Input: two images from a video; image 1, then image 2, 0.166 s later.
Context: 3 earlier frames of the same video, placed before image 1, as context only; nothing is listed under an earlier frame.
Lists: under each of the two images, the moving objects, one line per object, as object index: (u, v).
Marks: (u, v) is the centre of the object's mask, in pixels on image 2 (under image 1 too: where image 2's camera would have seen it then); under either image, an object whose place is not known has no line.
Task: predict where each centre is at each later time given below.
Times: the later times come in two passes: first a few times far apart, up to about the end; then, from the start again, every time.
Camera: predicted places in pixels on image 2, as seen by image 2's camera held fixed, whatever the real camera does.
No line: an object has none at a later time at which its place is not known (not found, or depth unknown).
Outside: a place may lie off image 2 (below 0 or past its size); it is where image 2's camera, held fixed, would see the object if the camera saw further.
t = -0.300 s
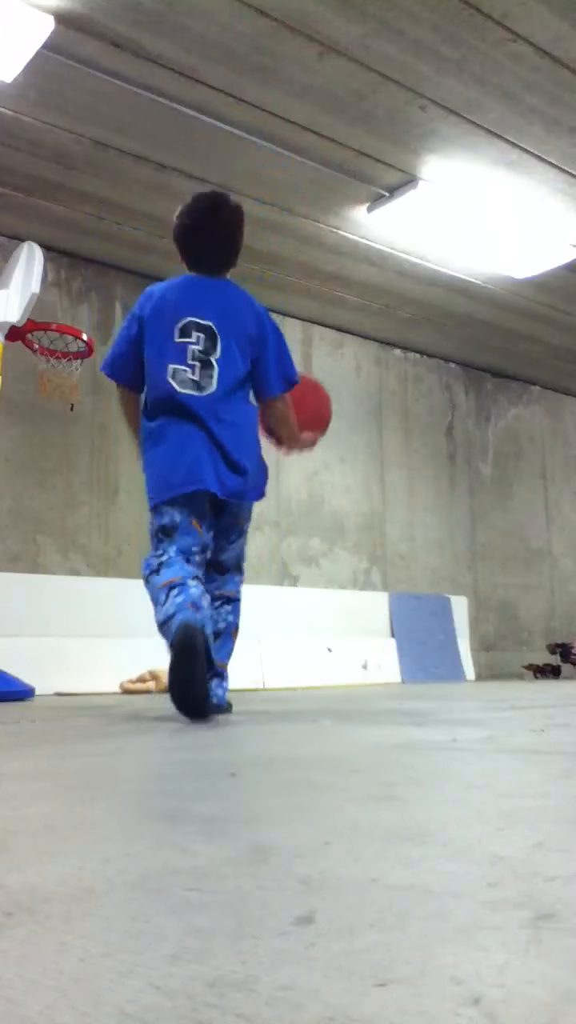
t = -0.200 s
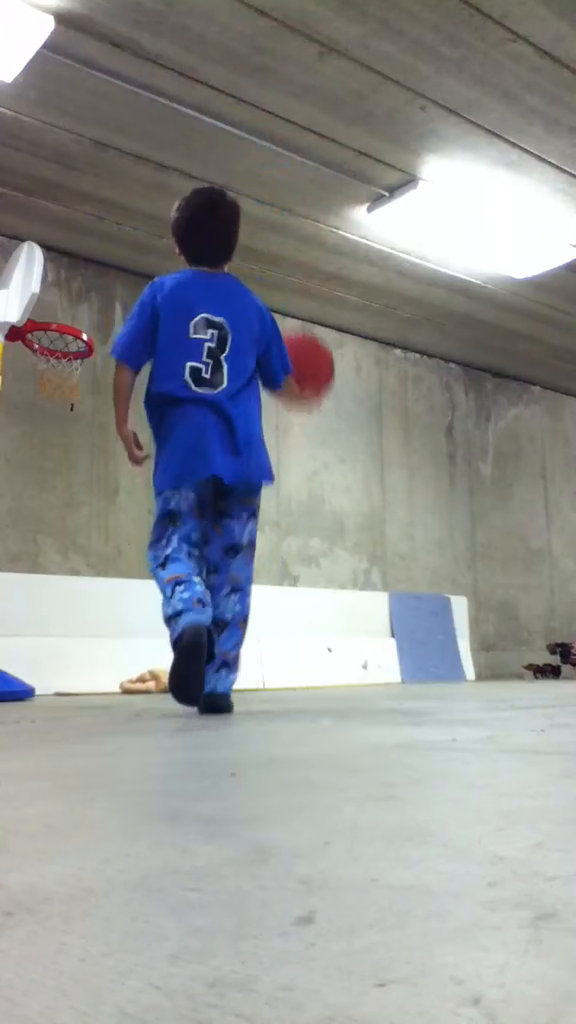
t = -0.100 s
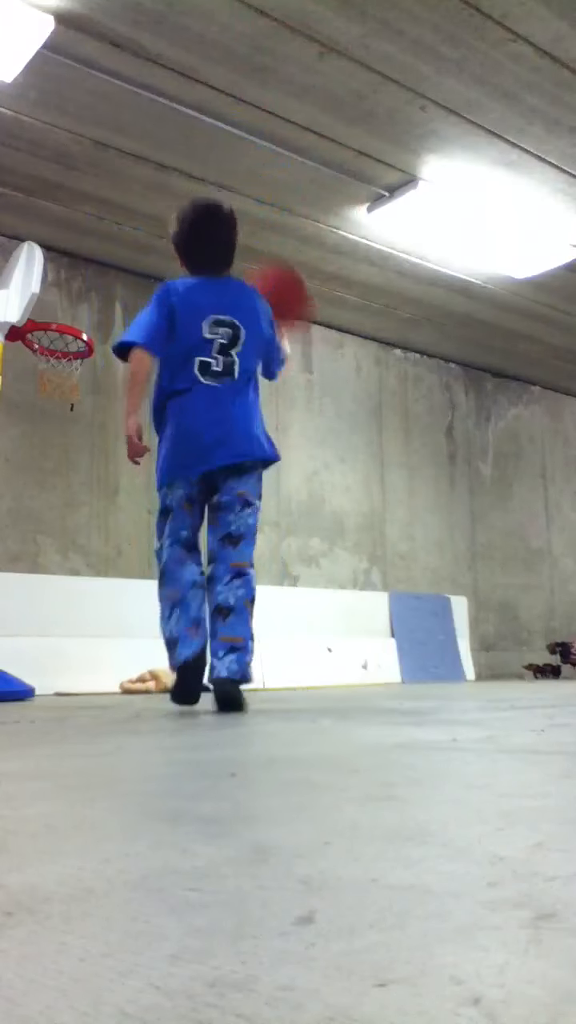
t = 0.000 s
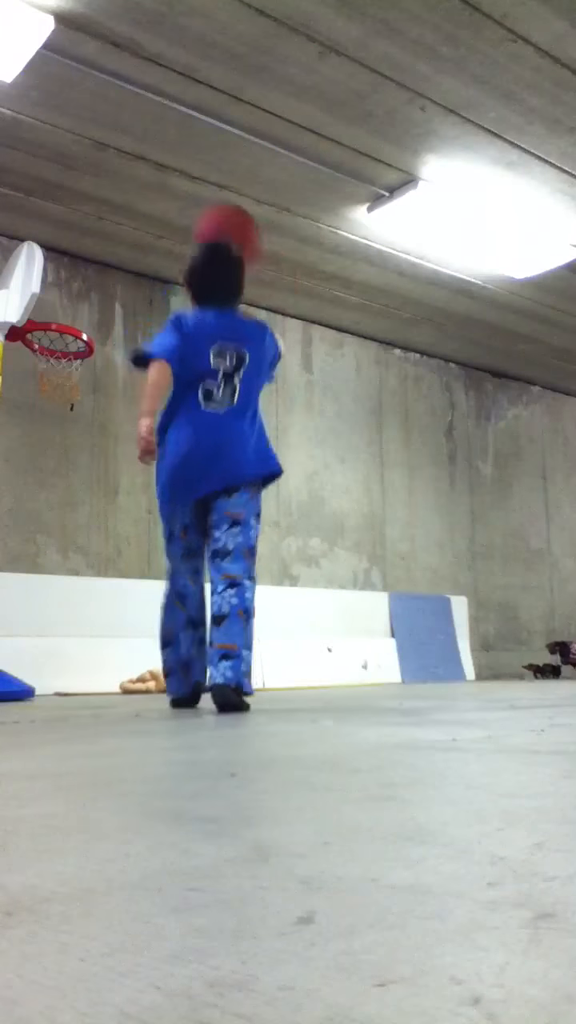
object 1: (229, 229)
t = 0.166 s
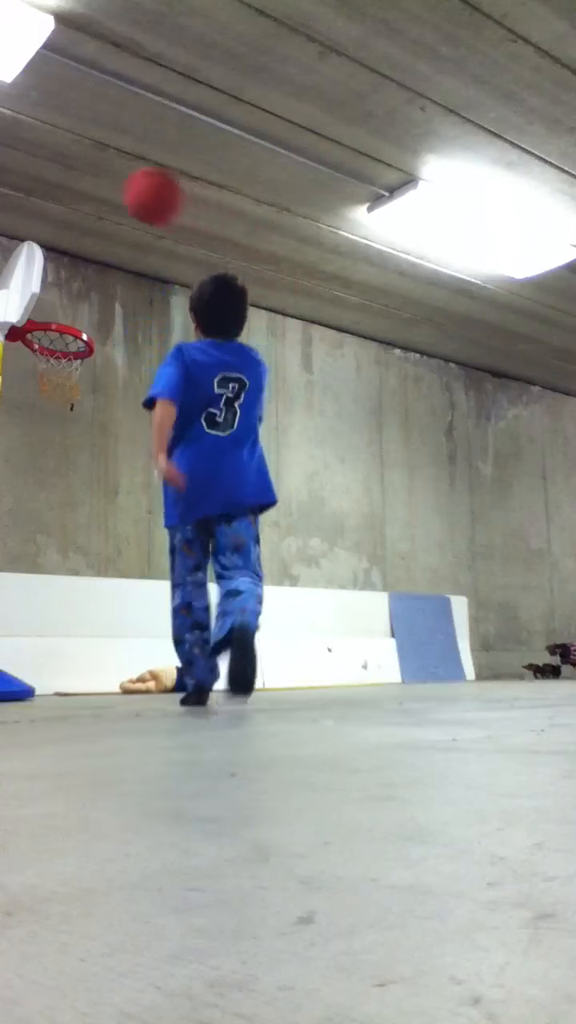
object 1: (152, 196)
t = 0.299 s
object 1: (103, 214)
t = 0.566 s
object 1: (69, 315)
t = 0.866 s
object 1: (104, 374)
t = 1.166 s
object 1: (133, 575)
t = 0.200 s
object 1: (138, 197)
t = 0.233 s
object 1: (126, 200)
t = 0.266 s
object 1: (114, 206)
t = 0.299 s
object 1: (103, 214)
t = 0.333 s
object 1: (91, 224)
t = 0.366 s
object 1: (79, 237)
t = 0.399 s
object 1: (69, 252)
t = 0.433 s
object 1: (64, 268)
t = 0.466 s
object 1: (61, 284)
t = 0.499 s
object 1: (61, 302)
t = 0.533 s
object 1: (64, 311)
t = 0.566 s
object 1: (69, 315)
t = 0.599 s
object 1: (74, 315)
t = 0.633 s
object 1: (79, 316)
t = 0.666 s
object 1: (83, 318)
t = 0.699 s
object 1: (88, 321)
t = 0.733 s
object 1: (93, 328)
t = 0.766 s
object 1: (97, 337)
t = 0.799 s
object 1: (98, 348)
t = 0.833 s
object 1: (101, 361)
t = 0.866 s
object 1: (104, 374)
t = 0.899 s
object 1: (108, 389)
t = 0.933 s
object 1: (111, 407)
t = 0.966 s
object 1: (114, 427)
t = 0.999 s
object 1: (118, 448)
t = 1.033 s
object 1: (121, 470)
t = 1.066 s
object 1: (124, 494)
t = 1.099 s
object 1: (127, 520)
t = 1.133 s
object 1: (130, 548)
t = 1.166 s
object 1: (133, 575)
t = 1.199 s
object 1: (135, 606)
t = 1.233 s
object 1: (136, 642)
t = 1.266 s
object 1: (144, 657)
